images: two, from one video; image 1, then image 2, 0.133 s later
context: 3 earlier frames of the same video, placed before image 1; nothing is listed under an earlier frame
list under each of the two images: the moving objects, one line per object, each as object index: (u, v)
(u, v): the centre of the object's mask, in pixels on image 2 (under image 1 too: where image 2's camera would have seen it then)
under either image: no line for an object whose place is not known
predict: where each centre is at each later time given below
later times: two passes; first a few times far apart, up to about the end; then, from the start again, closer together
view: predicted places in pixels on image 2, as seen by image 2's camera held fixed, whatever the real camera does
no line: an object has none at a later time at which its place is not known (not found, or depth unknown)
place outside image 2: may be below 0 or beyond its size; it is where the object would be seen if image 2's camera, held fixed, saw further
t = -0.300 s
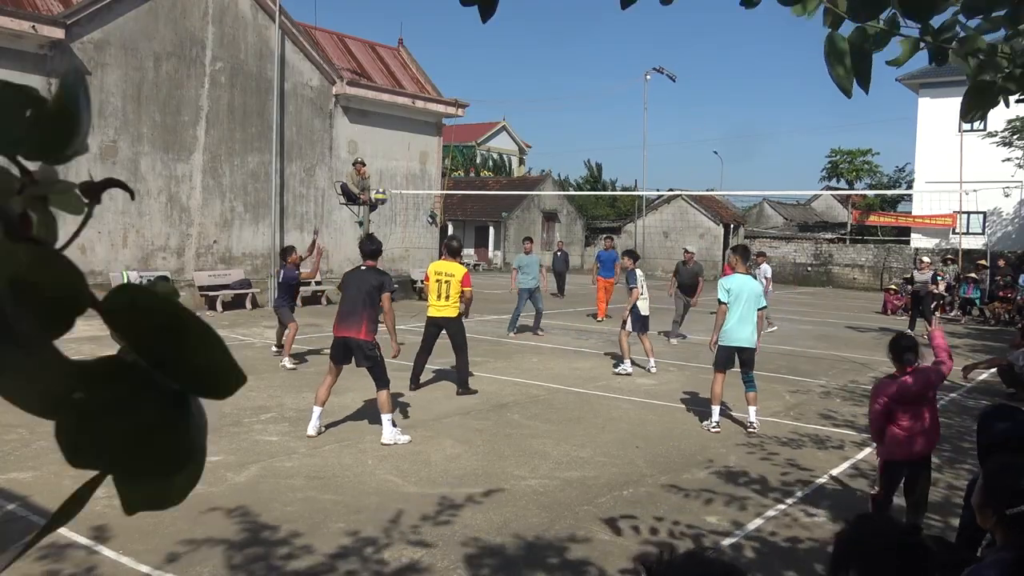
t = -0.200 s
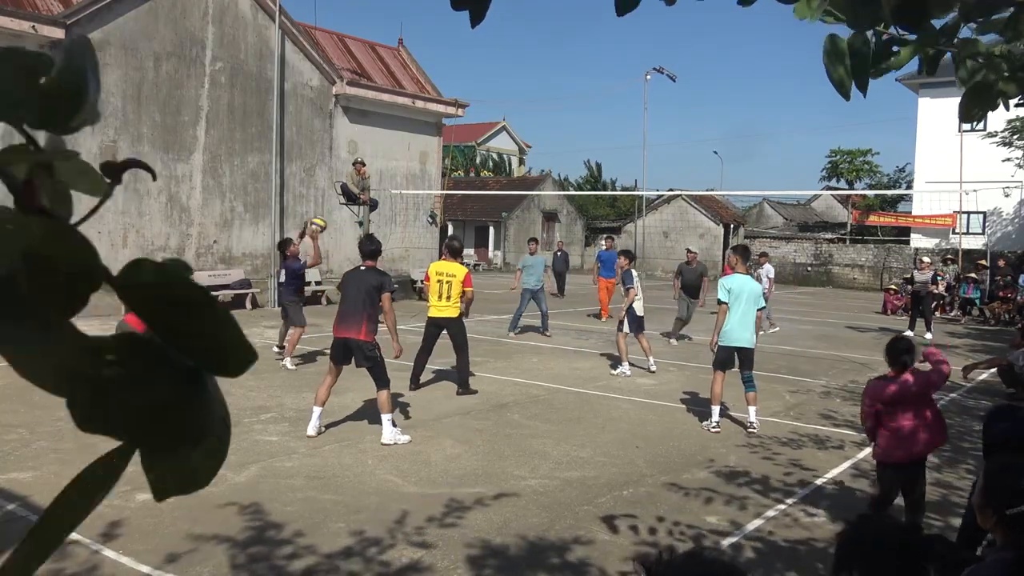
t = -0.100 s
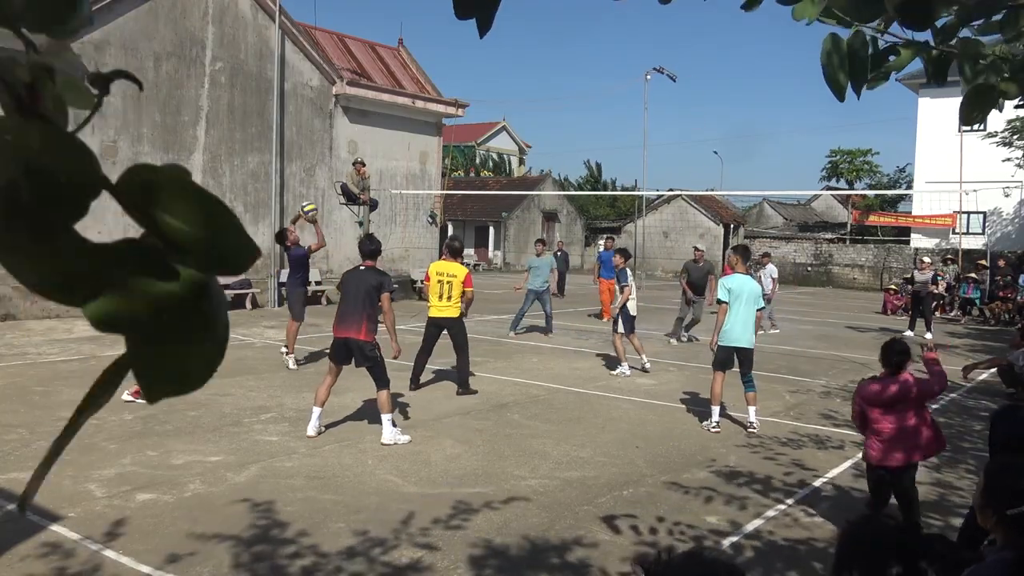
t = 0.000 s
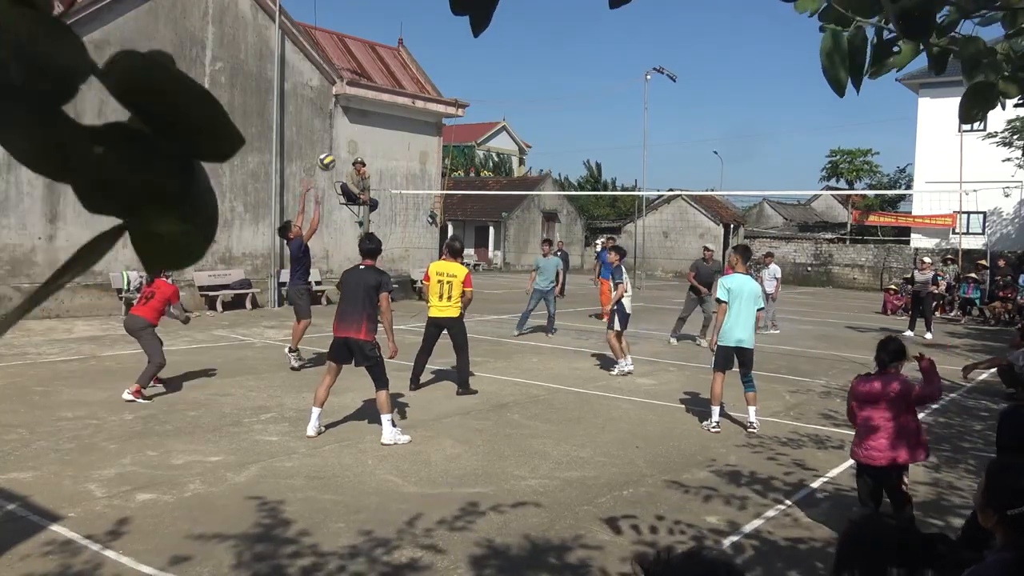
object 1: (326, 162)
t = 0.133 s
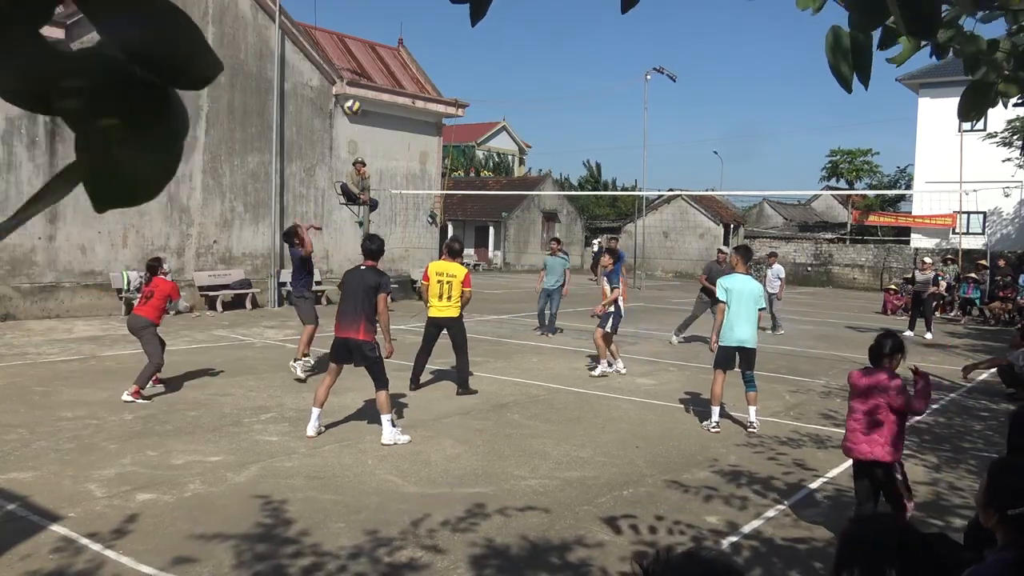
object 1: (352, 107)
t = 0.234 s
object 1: (371, 77)
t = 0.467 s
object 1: (414, 42)
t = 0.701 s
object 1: (454, 51)
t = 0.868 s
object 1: (480, 84)
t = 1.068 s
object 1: (510, 153)
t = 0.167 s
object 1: (359, 97)
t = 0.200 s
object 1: (365, 87)
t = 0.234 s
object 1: (371, 77)
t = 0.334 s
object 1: (390, 56)
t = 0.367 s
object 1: (396, 51)
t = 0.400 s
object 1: (402, 47)
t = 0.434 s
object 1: (408, 44)
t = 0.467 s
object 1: (414, 42)
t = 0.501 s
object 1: (420, 40)
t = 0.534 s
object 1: (426, 40)
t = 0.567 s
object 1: (432, 40)
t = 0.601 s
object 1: (437, 41)
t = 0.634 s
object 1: (443, 43)
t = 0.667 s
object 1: (448, 47)
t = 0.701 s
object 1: (454, 51)
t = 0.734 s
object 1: (459, 55)
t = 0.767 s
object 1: (465, 61)
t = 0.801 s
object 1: (470, 68)
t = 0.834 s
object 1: (475, 76)
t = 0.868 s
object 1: (480, 84)
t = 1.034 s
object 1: (505, 140)
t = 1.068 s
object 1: (510, 153)
